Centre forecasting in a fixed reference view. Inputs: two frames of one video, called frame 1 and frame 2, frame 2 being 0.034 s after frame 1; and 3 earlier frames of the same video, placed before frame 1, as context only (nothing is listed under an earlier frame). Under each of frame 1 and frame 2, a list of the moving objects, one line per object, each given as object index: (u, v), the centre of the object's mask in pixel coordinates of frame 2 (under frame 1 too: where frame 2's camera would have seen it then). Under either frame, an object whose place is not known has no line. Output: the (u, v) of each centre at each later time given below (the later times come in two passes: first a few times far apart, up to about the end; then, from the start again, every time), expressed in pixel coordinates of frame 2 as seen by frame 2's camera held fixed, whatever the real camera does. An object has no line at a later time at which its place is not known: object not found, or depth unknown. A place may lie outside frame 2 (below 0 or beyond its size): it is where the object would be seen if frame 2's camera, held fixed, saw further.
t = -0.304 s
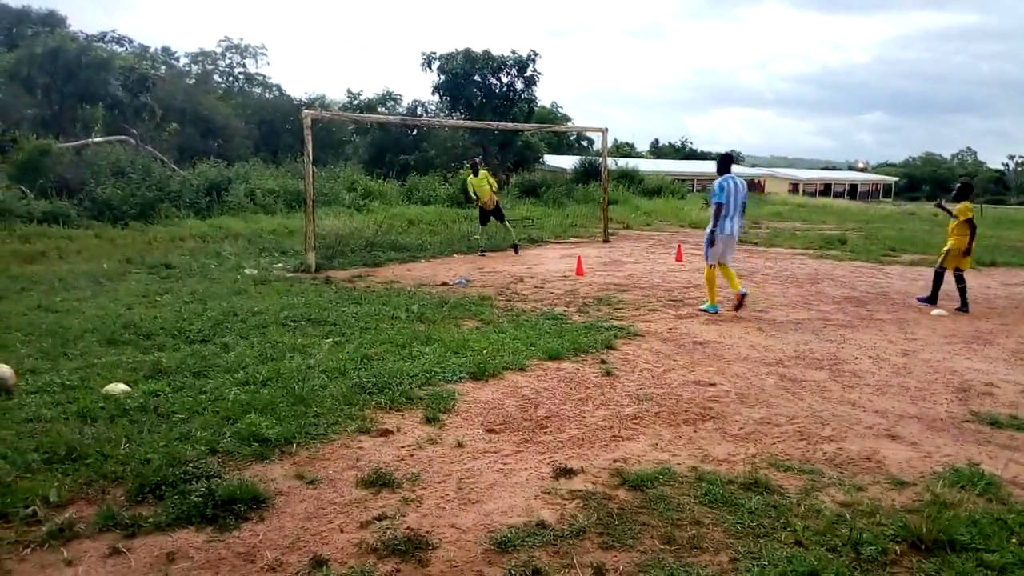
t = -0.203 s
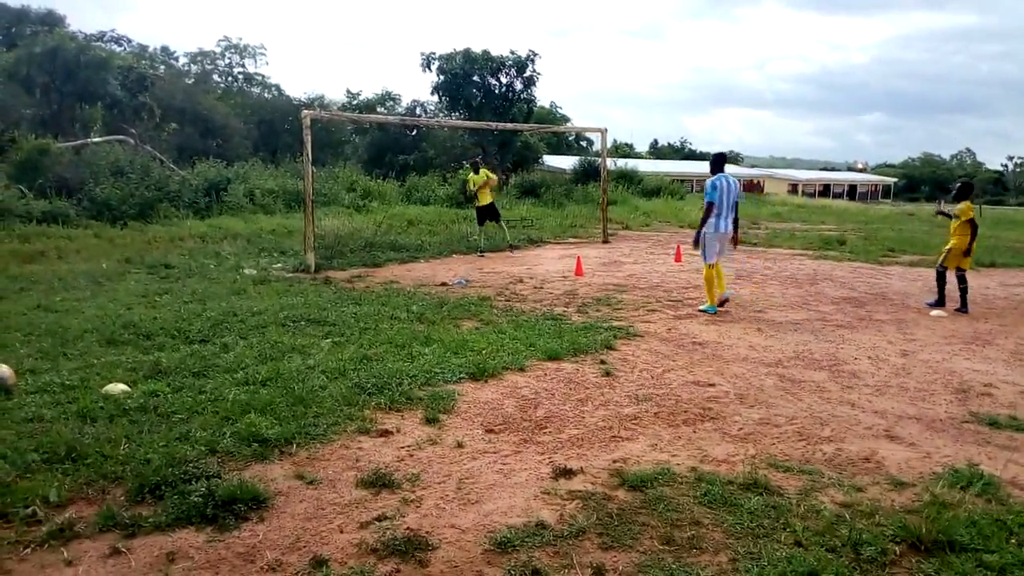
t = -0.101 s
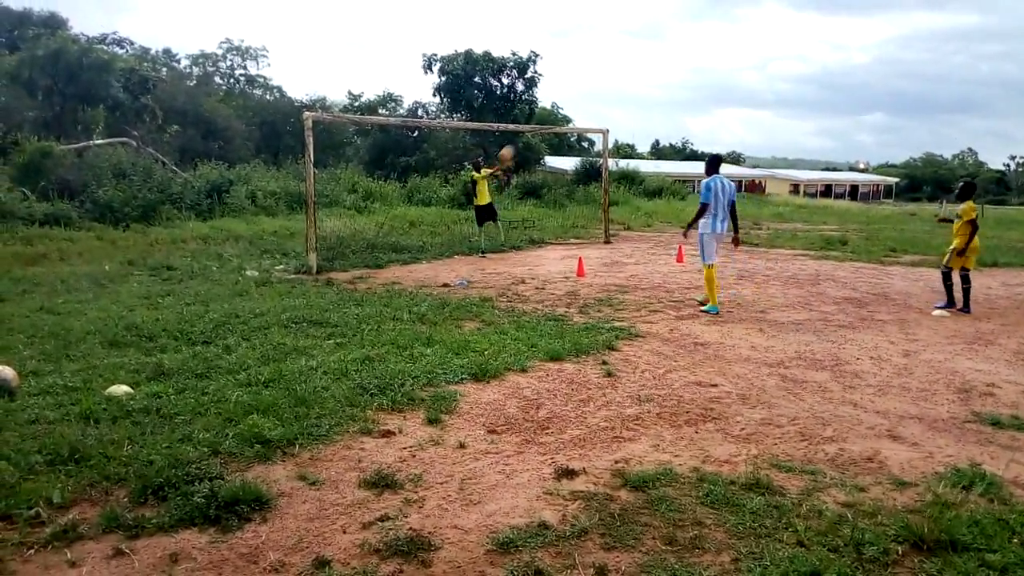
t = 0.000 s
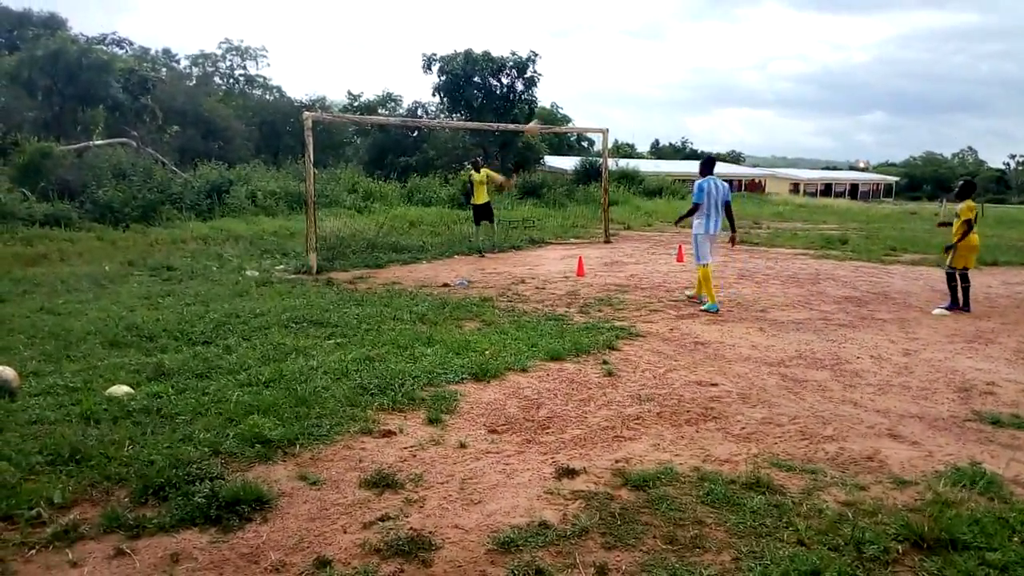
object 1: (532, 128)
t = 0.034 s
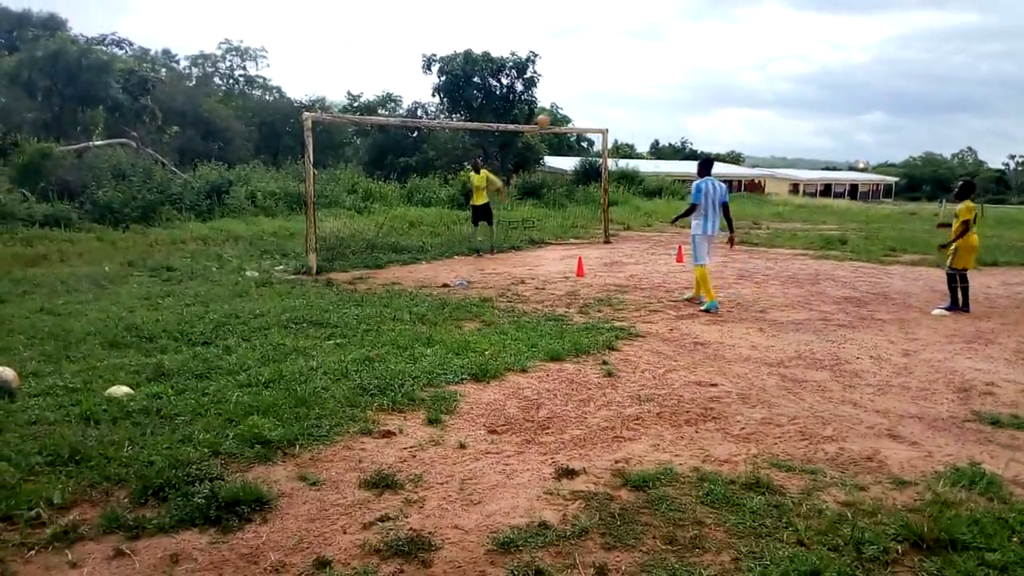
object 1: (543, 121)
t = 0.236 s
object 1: (602, 86)
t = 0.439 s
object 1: (669, 70)
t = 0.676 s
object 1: (758, 84)
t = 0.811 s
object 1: (814, 112)
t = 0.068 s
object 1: (555, 117)
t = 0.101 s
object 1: (562, 108)
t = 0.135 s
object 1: (570, 103)
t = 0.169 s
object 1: (581, 96)
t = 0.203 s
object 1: (592, 91)
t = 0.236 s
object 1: (602, 86)
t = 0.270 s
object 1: (613, 82)
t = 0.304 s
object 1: (623, 79)
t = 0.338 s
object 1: (634, 76)
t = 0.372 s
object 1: (646, 73)
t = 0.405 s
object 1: (657, 71)
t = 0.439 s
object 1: (669, 70)
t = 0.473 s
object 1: (681, 69)
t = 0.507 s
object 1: (693, 70)
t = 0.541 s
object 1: (705, 71)
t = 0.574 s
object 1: (718, 73)
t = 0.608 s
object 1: (730, 76)
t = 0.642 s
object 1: (744, 80)
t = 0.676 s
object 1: (758, 84)
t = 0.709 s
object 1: (771, 90)
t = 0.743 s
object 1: (784, 96)
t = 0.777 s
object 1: (800, 103)
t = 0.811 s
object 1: (814, 112)
